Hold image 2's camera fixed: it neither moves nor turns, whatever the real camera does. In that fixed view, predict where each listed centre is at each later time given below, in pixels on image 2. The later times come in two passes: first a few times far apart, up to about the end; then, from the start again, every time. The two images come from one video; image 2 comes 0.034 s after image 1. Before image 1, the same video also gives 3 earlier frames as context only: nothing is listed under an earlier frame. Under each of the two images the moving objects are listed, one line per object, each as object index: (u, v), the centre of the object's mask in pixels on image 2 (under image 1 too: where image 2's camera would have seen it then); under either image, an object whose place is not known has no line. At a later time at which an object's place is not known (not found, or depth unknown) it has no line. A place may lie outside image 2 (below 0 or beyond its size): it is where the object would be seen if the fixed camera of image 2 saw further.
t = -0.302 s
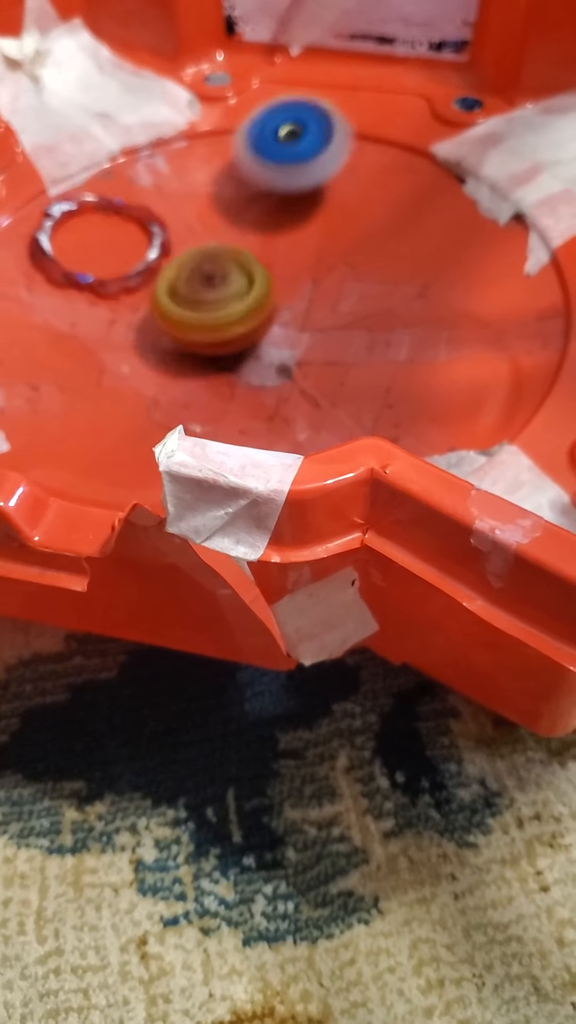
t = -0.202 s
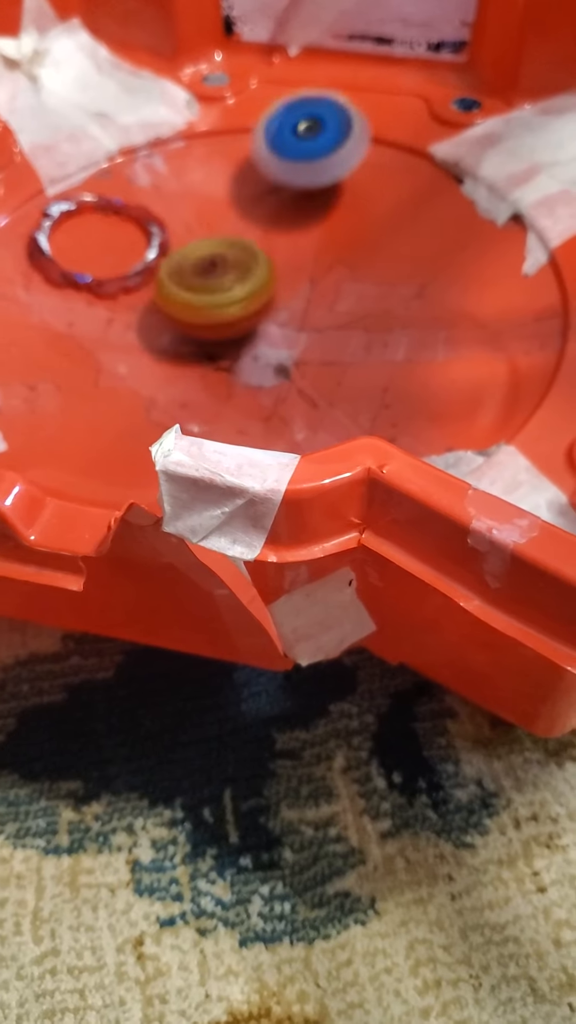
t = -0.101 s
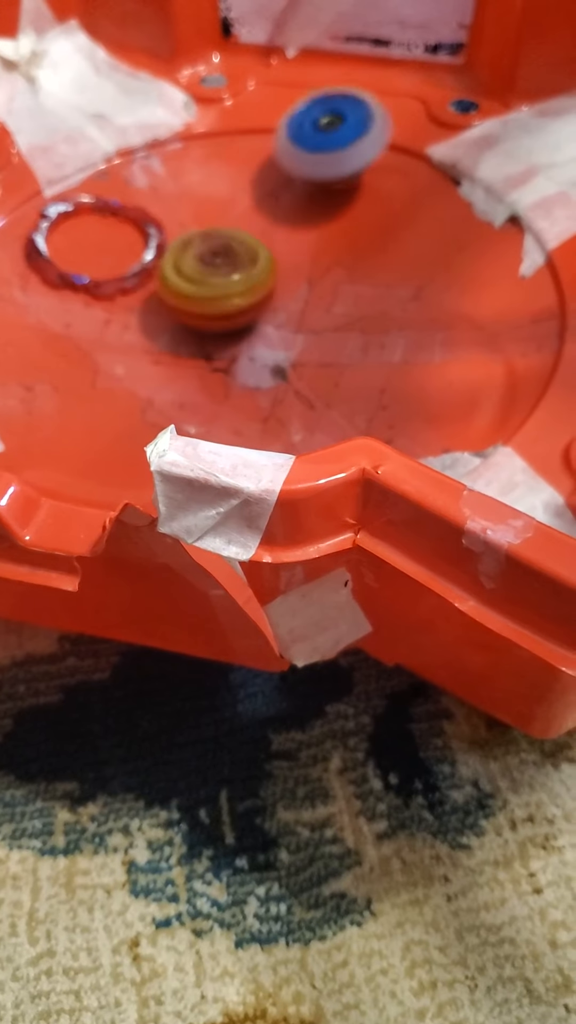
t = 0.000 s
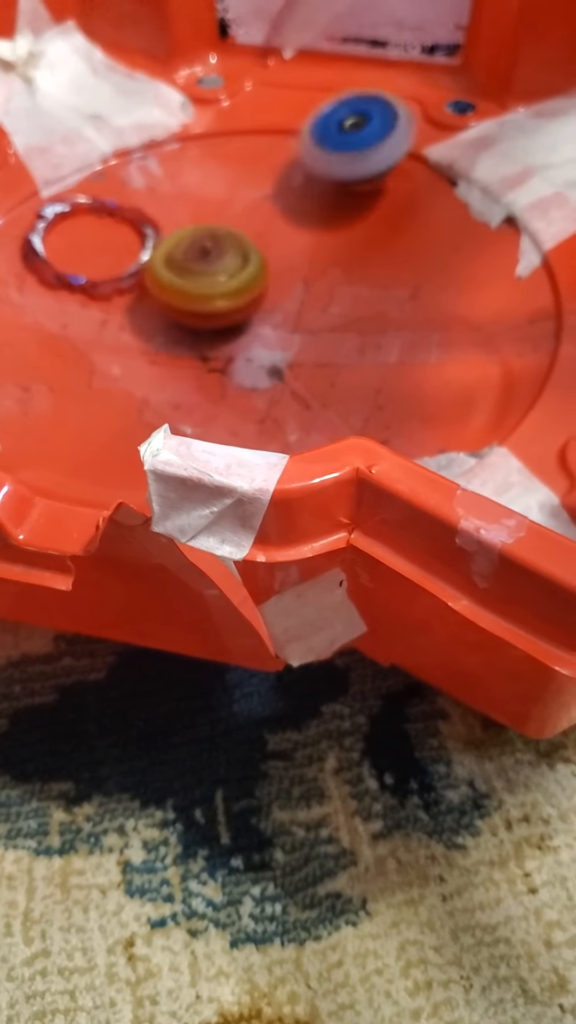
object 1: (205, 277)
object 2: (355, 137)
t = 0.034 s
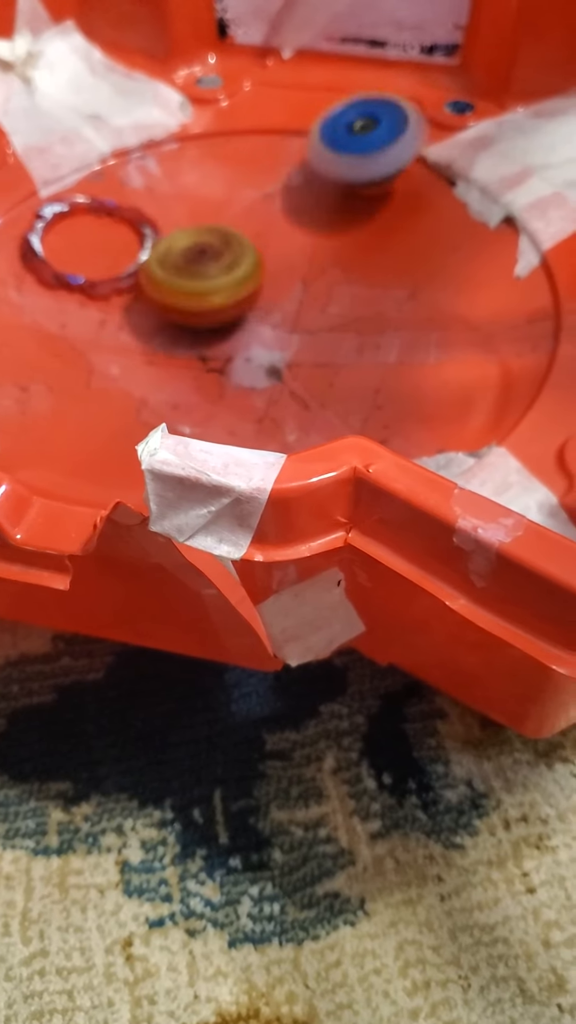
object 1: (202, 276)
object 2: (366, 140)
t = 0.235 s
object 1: (190, 281)
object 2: (322, 216)
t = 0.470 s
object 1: (125, 287)
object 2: (319, 314)
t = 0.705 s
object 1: (95, 300)
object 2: (278, 378)
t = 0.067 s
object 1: (200, 276)
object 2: (369, 145)
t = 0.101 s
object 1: (197, 277)
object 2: (364, 157)
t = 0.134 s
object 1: (194, 278)
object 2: (356, 168)
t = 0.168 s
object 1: (191, 278)
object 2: (344, 185)
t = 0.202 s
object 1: (188, 280)
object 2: (333, 199)
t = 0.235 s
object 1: (190, 281)
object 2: (322, 216)
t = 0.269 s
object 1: (190, 281)
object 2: (313, 231)
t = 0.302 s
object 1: (183, 283)
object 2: (309, 247)
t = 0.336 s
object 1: (168, 283)
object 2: (317, 260)
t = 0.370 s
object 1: (155, 285)
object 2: (319, 276)
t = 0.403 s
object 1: (144, 285)
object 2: (321, 287)
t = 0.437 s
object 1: (133, 287)
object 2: (320, 302)
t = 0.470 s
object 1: (125, 287)
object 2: (319, 314)
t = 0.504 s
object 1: (119, 290)
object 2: (316, 328)
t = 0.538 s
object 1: (111, 292)
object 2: (306, 341)
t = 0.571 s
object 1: (107, 294)
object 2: (304, 348)
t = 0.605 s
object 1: (102, 296)
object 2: (300, 354)
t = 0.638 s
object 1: (99, 297)
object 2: (296, 361)
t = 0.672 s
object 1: (96, 298)
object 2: (291, 368)
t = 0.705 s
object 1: (95, 300)
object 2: (278, 378)
